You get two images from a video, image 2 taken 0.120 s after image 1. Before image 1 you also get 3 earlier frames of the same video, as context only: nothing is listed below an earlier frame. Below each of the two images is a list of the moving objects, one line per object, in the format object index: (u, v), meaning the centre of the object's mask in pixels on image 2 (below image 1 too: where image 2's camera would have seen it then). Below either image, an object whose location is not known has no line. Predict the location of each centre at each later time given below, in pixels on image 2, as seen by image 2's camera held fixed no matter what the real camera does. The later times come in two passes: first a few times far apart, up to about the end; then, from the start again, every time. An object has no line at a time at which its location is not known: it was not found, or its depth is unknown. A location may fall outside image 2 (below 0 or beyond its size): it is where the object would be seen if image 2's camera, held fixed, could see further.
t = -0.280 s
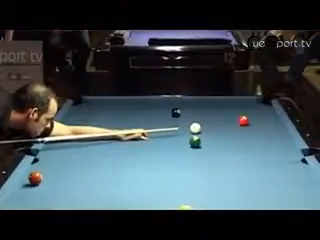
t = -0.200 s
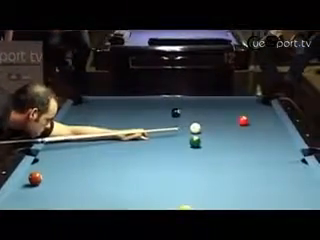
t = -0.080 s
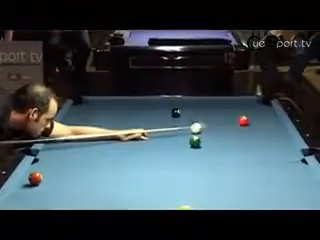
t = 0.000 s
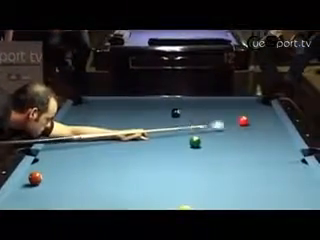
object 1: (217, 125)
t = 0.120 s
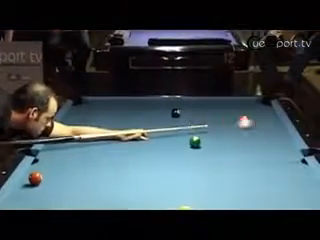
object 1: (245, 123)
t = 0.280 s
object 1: (275, 123)
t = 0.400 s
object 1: (264, 124)
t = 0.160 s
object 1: (253, 124)
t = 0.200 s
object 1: (260, 123)
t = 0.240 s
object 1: (268, 123)
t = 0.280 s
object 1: (275, 123)
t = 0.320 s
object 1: (273, 123)
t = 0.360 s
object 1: (268, 124)
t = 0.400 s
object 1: (264, 124)
